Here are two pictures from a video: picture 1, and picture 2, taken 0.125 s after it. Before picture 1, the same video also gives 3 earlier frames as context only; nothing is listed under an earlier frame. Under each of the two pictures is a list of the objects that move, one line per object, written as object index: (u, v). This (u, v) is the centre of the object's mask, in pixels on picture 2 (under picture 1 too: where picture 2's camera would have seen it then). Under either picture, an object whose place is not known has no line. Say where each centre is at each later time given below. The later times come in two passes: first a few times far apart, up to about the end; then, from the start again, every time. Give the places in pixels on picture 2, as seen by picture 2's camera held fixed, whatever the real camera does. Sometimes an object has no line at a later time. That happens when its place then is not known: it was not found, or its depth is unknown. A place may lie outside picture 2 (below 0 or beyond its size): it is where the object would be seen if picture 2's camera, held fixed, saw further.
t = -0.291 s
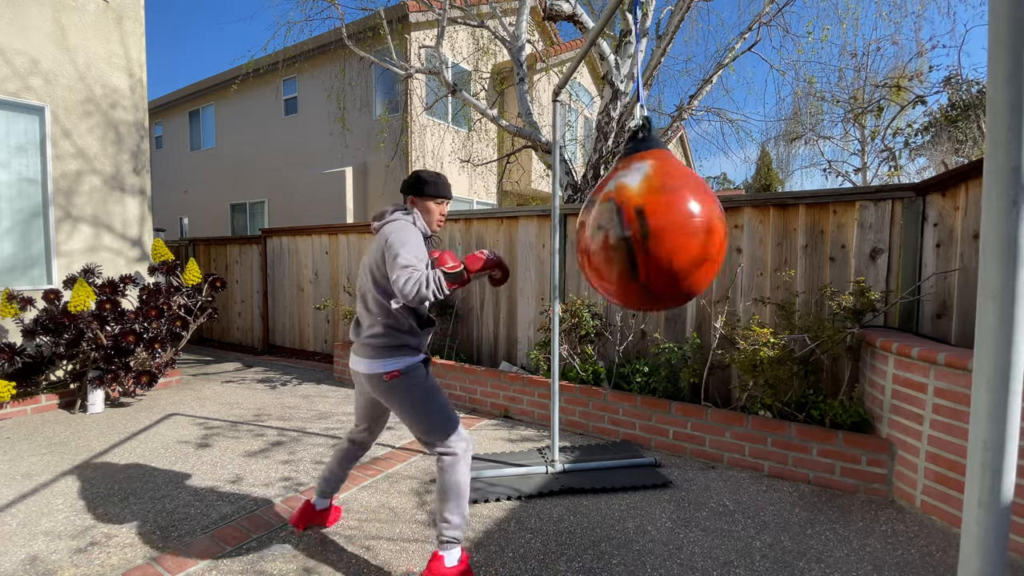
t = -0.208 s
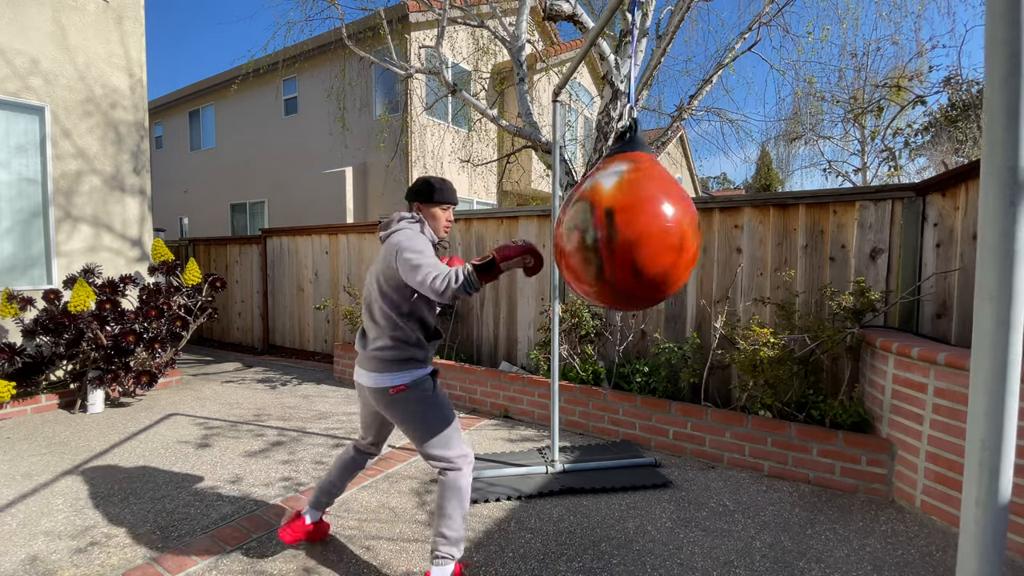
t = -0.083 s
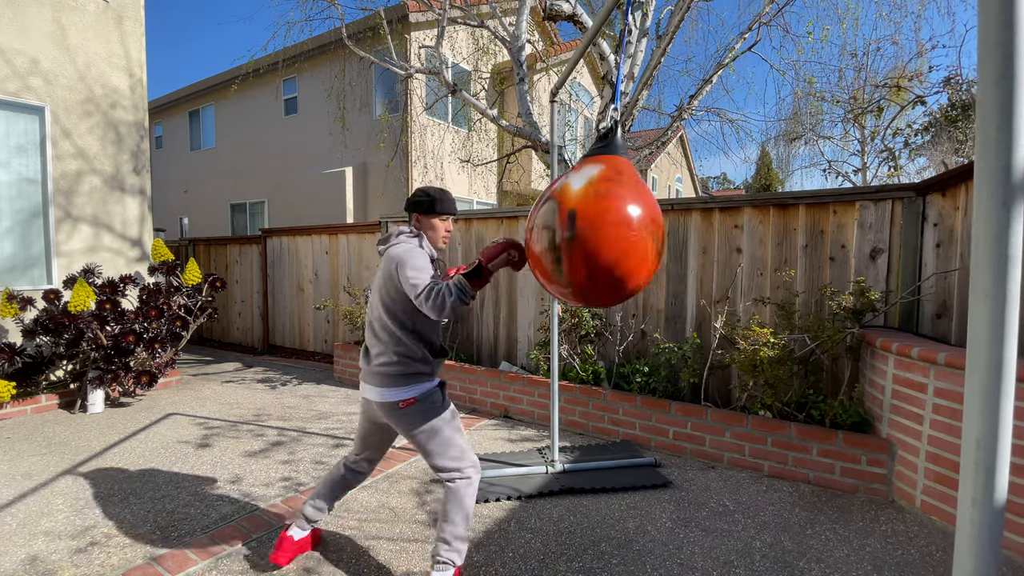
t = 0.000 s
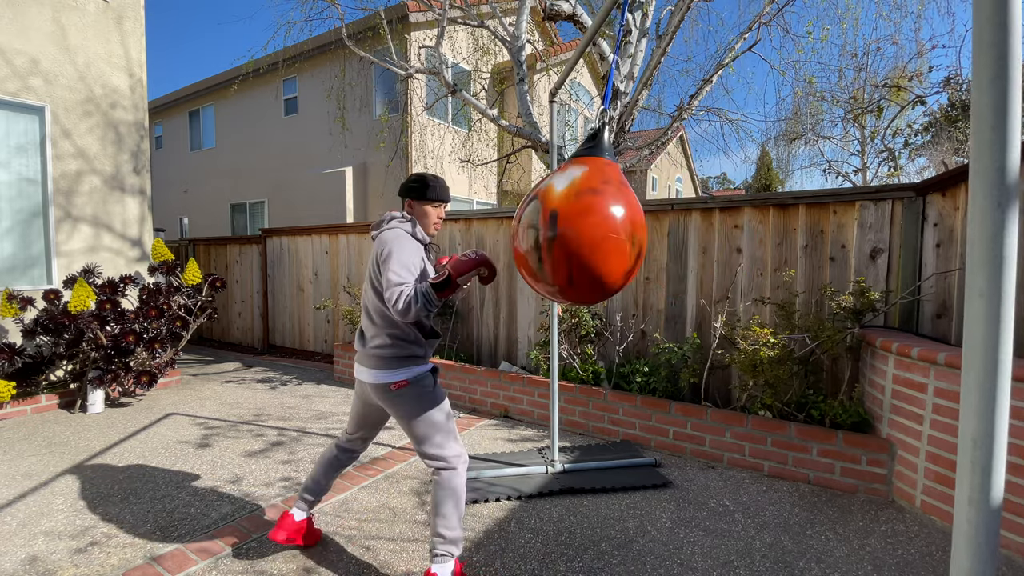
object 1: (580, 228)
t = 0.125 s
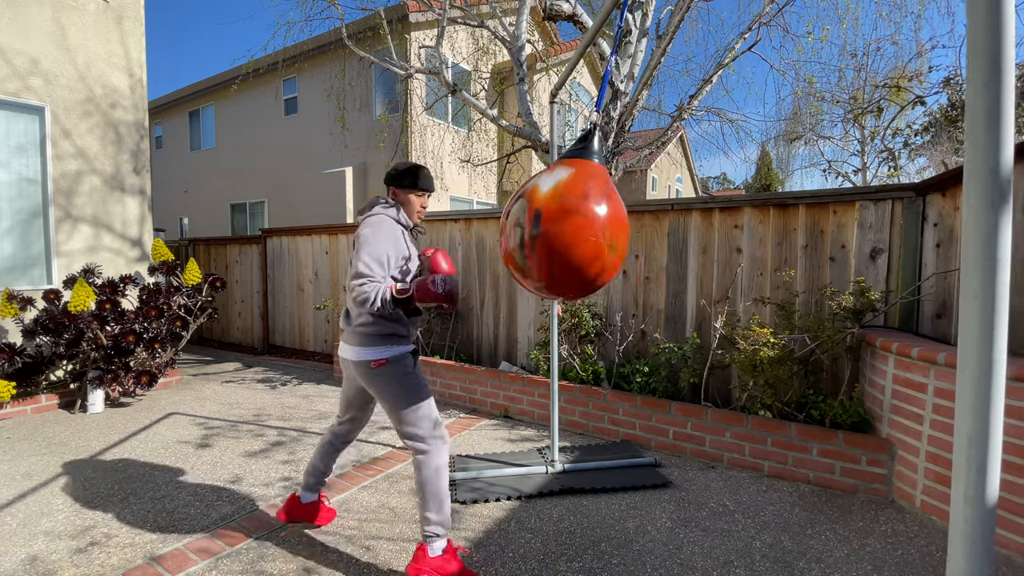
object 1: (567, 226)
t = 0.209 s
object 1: (563, 225)
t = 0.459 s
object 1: (579, 227)
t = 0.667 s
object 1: (615, 232)
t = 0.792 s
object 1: (643, 232)
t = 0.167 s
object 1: (564, 225)
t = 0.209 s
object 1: (563, 225)
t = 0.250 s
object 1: (562, 225)
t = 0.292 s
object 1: (563, 226)
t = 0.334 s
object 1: (566, 225)
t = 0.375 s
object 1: (569, 226)
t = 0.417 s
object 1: (573, 226)
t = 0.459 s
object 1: (579, 227)
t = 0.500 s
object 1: (584, 227)
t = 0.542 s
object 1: (591, 229)
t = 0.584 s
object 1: (599, 230)
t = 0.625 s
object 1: (606, 231)
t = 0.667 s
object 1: (615, 232)
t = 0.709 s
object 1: (624, 232)
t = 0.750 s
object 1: (633, 232)
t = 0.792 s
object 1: (643, 232)
